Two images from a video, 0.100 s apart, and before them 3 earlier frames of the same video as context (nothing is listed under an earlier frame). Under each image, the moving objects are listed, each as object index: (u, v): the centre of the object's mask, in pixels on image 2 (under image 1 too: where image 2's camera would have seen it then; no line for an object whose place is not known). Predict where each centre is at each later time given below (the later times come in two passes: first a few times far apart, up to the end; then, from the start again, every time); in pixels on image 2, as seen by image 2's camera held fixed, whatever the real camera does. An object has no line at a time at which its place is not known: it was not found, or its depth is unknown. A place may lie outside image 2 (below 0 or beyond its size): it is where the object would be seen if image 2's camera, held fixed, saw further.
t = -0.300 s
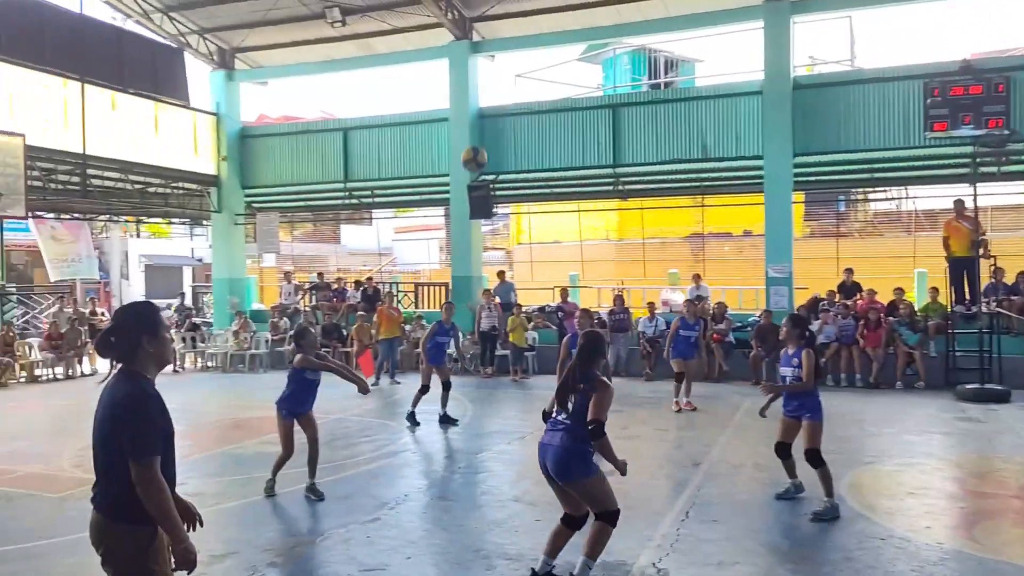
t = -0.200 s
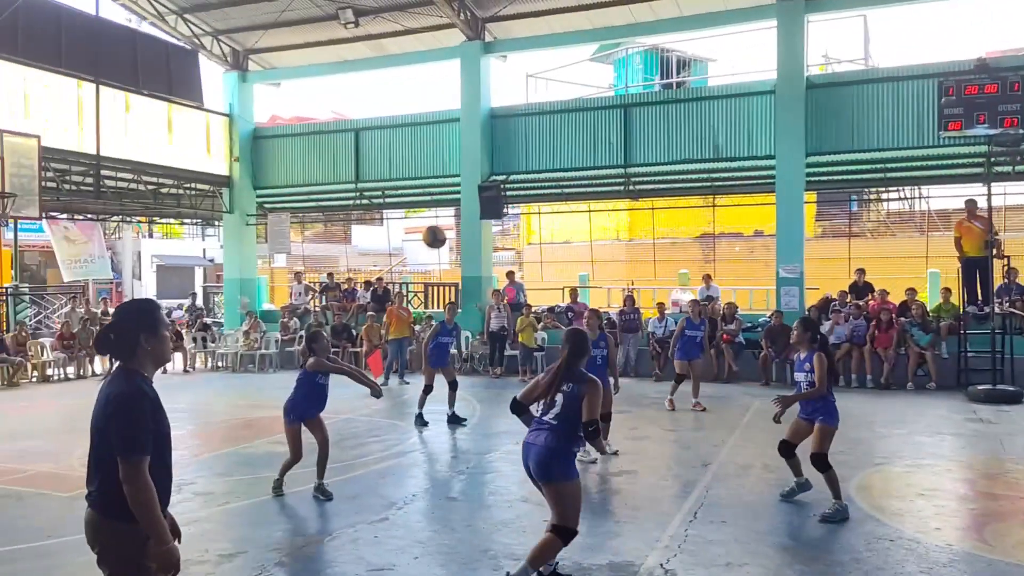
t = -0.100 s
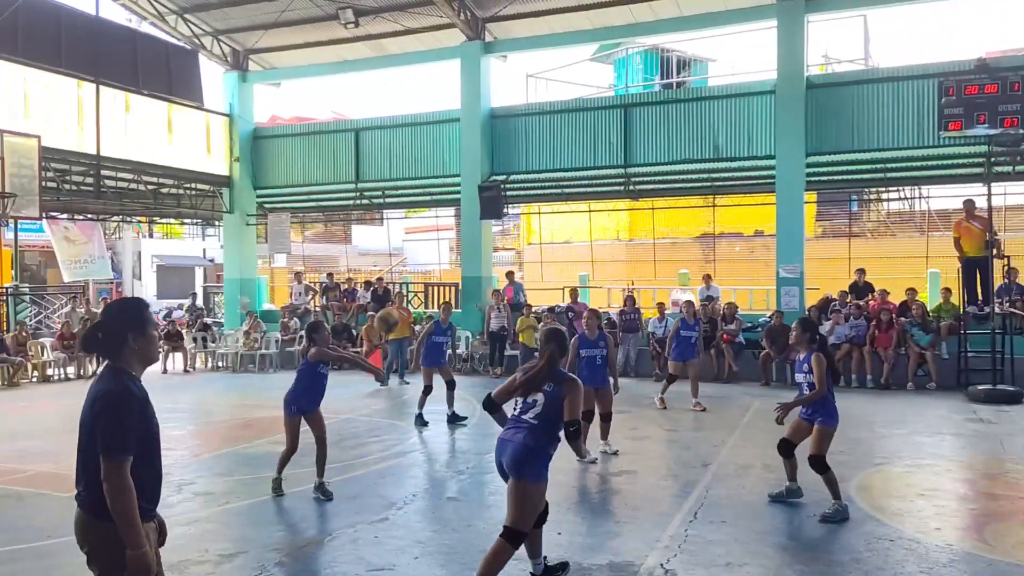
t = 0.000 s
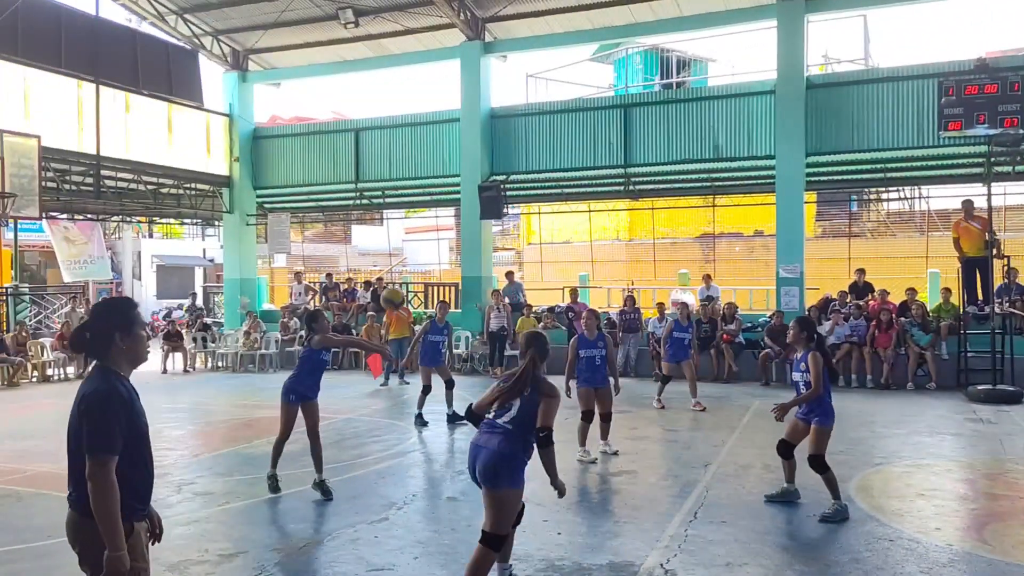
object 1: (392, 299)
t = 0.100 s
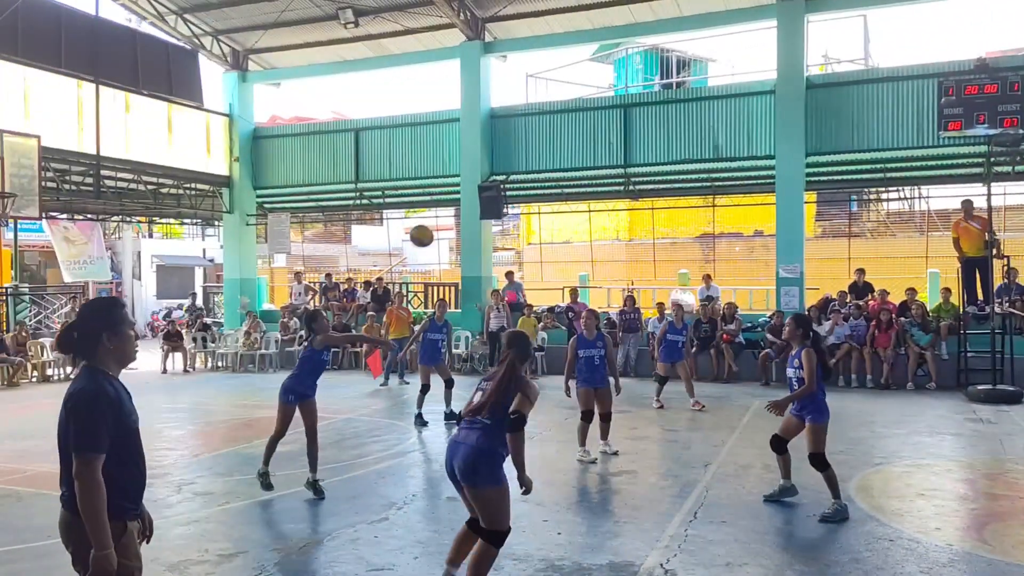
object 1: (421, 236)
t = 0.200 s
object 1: (450, 183)
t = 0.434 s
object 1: (518, 104)
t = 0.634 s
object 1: (577, 87)
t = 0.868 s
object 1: (645, 127)
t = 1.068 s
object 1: (700, 215)
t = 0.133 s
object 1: (431, 217)
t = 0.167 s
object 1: (440, 199)
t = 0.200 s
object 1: (450, 183)
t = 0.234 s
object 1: (460, 168)
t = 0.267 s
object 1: (469, 154)
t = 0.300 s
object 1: (479, 142)
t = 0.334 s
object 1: (489, 131)
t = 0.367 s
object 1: (499, 121)
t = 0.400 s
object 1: (508, 111)
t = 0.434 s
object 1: (518, 104)
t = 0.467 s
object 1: (528, 98)
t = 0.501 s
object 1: (538, 93)
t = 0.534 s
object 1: (548, 89)
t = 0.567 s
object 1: (558, 87)
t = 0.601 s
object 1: (567, 87)
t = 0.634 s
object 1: (577, 87)
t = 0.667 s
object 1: (588, 89)
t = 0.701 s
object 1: (598, 92)
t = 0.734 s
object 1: (607, 97)
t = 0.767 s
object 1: (617, 102)
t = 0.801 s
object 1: (626, 109)
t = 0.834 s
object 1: (635, 118)
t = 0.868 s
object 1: (645, 127)
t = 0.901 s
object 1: (654, 139)
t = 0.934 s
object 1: (663, 151)
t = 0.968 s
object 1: (672, 165)
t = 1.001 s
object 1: (681, 180)
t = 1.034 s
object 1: (691, 197)
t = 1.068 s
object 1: (700, 215)
